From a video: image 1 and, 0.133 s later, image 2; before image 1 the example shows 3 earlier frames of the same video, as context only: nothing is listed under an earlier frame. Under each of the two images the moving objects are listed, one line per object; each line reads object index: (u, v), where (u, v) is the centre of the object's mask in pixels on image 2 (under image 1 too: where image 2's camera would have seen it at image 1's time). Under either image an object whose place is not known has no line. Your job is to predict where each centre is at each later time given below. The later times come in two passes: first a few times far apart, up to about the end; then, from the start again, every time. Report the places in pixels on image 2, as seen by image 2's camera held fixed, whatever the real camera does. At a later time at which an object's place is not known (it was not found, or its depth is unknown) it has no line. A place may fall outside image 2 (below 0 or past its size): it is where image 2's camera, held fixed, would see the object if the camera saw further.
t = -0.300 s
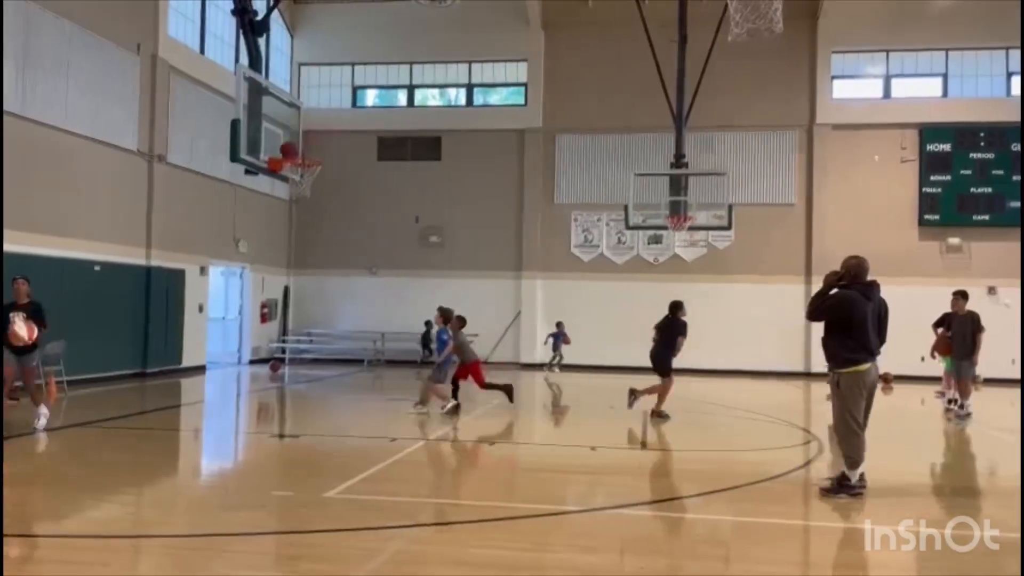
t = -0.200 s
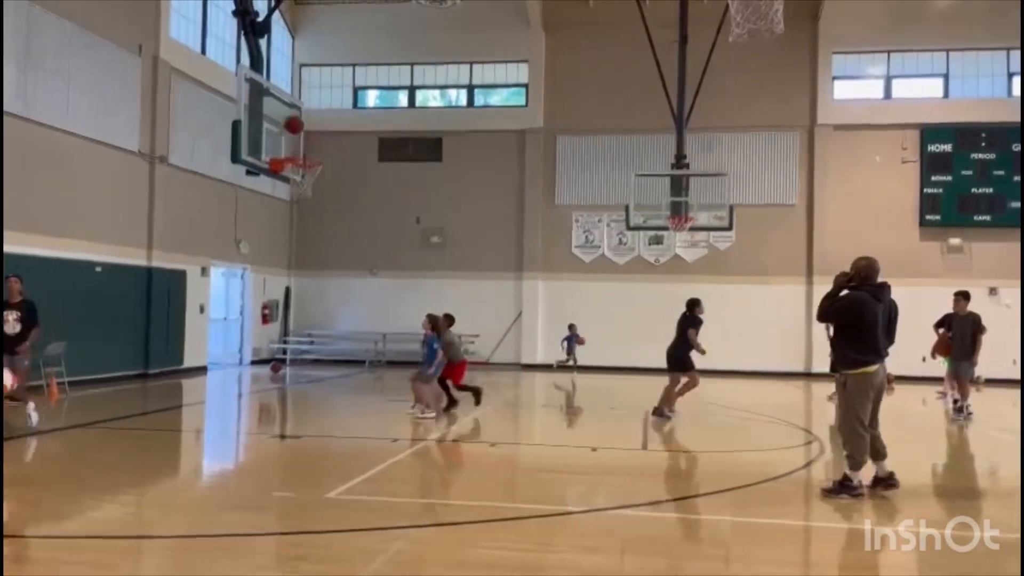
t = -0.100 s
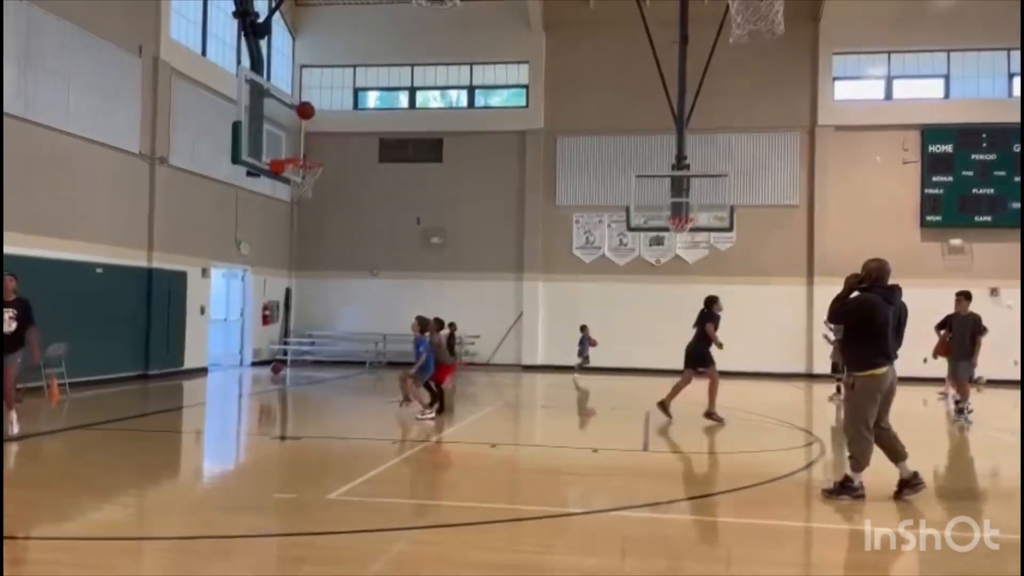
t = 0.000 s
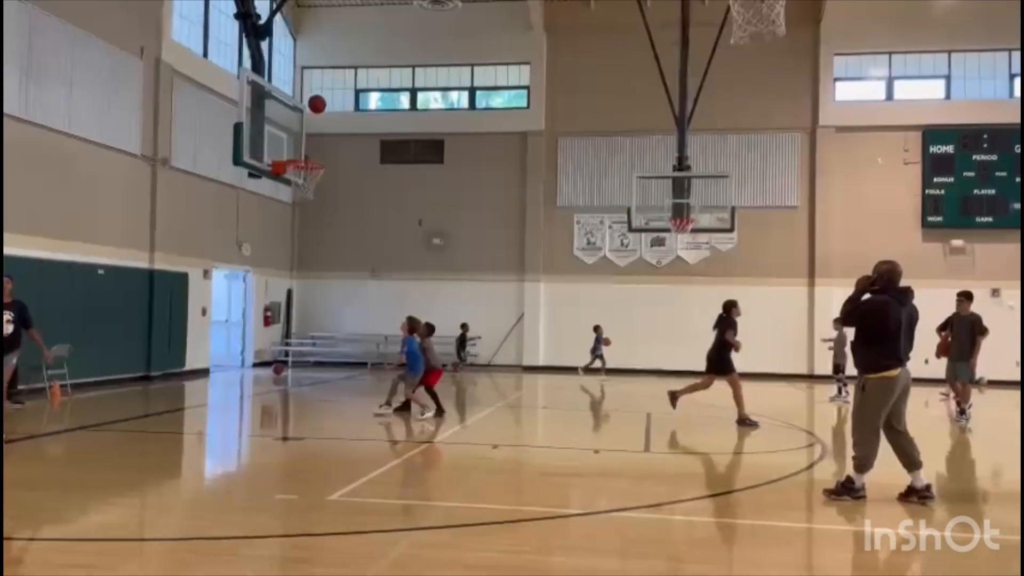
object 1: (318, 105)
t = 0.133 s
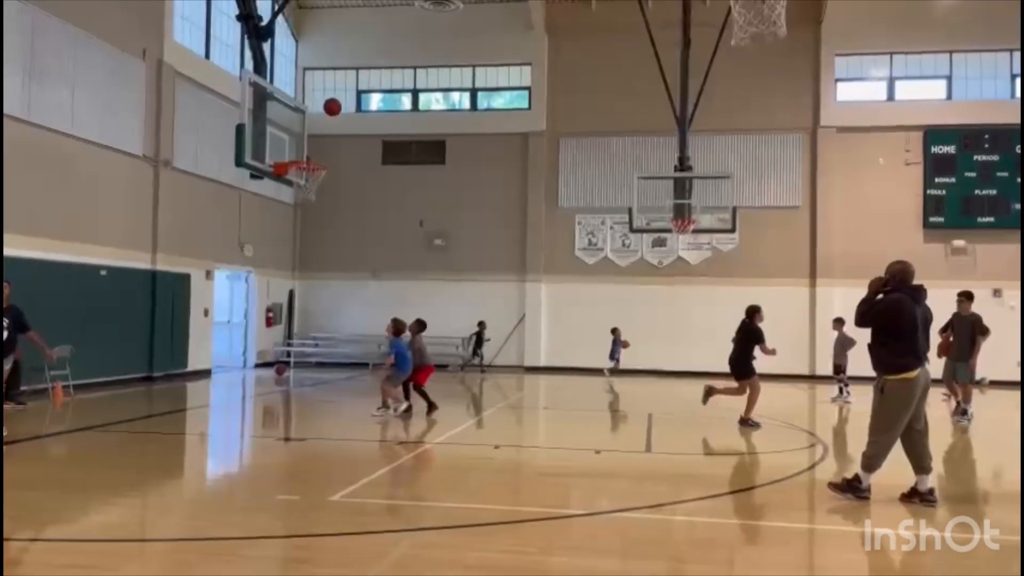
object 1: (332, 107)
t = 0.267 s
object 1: (345, 122)
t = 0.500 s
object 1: (366, 180)
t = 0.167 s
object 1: (336, 109)
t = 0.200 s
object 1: (339, 113)
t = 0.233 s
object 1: (342, 117)
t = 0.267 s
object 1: (345, 122)
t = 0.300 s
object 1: (348, 127)
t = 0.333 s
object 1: (351, 134)
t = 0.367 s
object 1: (354, 142)
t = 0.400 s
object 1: (358, 150)
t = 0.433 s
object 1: (360, 159)
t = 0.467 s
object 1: (363, 169)
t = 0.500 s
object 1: (366, 180)
